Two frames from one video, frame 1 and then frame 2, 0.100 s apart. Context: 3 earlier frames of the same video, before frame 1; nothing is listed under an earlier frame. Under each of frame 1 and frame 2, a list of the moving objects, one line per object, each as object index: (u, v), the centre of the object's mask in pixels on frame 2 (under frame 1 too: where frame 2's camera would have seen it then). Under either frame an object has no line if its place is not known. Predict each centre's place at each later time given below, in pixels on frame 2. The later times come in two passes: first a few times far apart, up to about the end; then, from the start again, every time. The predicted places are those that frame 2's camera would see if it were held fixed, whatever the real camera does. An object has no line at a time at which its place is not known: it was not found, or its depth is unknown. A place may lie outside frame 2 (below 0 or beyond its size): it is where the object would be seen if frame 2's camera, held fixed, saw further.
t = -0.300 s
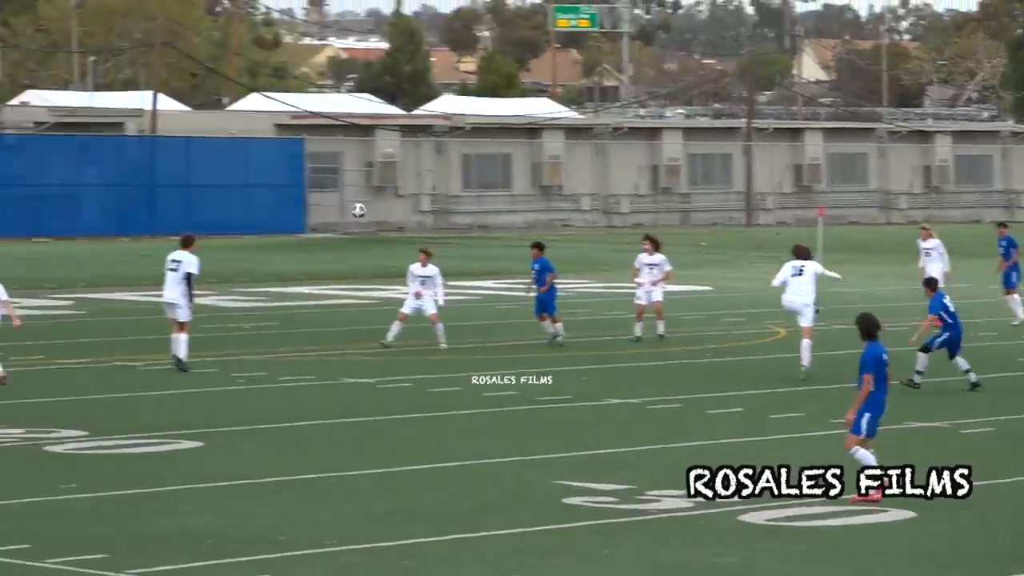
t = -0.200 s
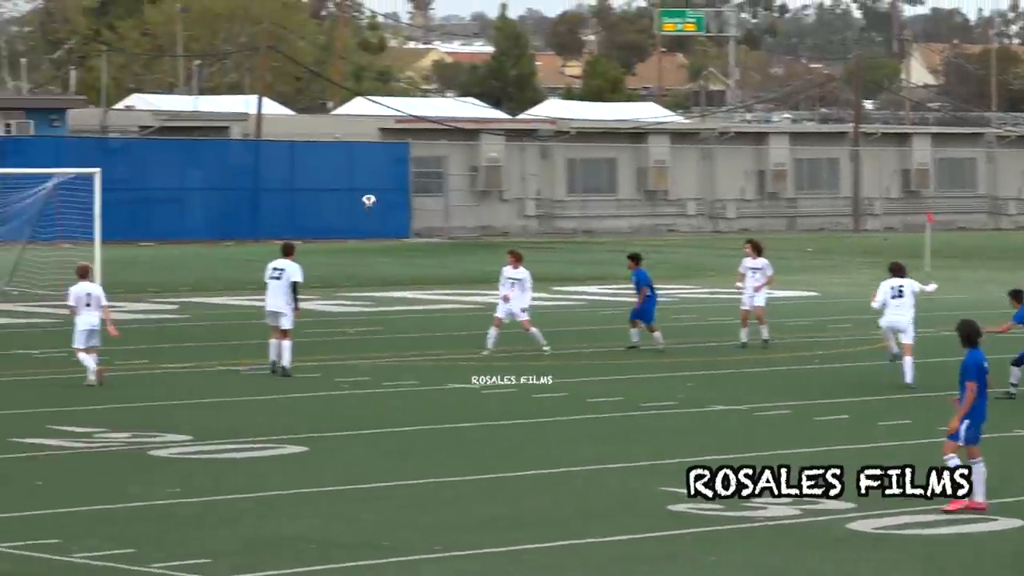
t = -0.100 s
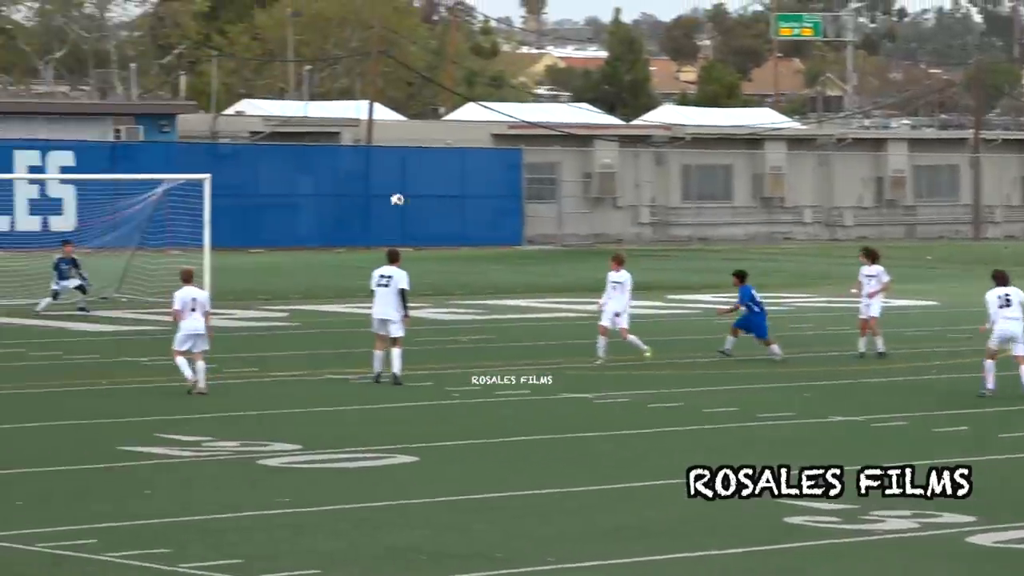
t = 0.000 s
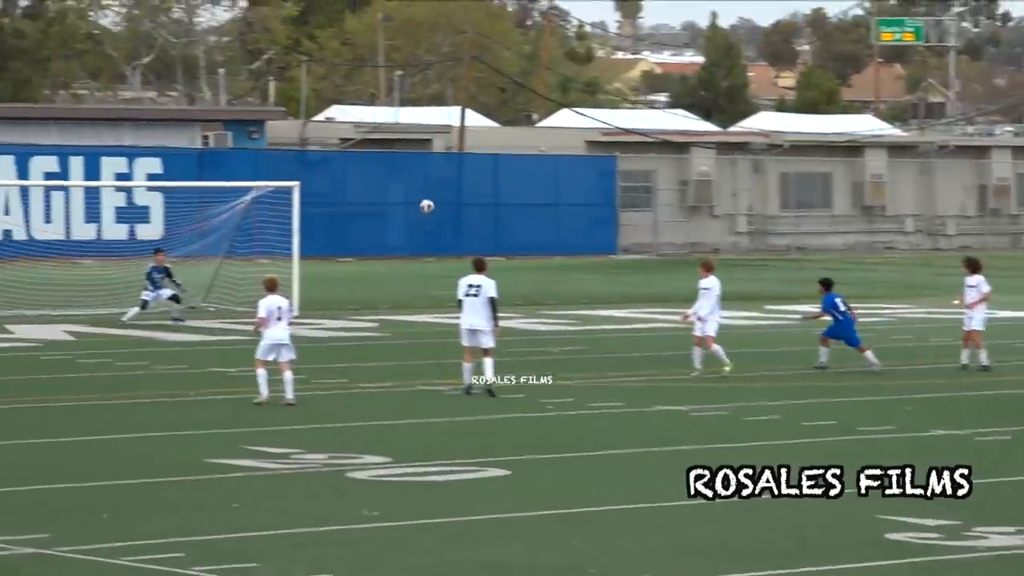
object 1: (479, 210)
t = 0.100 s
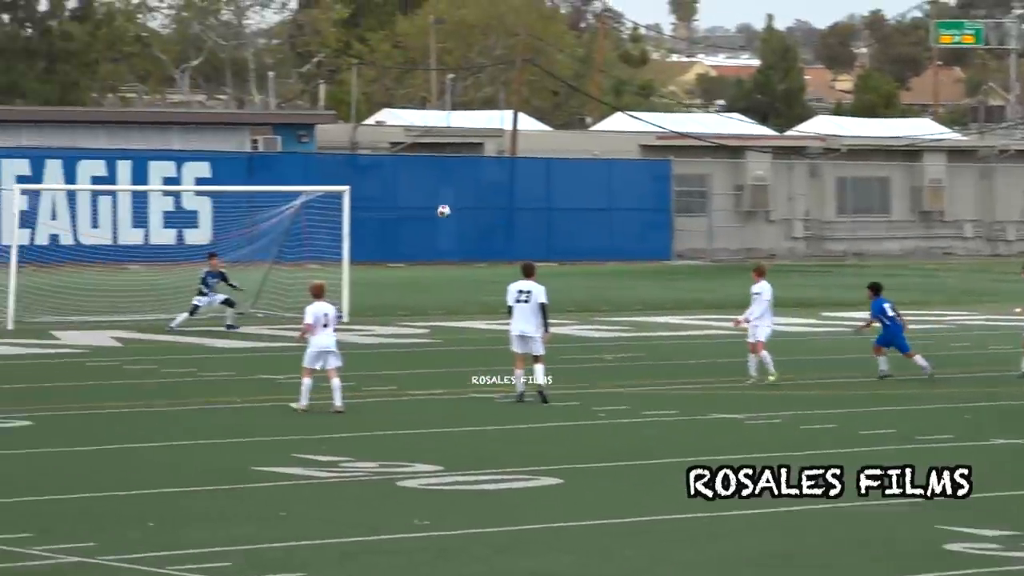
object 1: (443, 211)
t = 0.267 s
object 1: (386, 217)
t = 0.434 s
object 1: (336, 223)
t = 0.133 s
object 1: (432, 211)
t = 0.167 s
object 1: (420, 212)
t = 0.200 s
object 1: (408, 214)
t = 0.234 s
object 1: (397, 215)
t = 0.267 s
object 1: (386, 217)
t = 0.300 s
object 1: (376, 217)
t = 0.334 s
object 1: (365, 219)
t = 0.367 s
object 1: (355, 220)
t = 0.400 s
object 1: (345, 221)
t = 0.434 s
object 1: (336, 223)
